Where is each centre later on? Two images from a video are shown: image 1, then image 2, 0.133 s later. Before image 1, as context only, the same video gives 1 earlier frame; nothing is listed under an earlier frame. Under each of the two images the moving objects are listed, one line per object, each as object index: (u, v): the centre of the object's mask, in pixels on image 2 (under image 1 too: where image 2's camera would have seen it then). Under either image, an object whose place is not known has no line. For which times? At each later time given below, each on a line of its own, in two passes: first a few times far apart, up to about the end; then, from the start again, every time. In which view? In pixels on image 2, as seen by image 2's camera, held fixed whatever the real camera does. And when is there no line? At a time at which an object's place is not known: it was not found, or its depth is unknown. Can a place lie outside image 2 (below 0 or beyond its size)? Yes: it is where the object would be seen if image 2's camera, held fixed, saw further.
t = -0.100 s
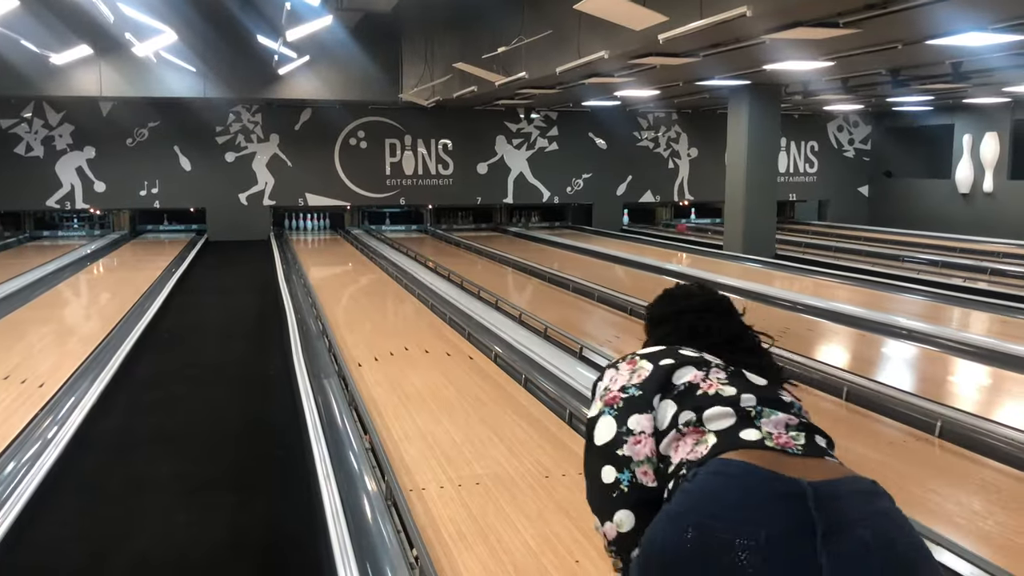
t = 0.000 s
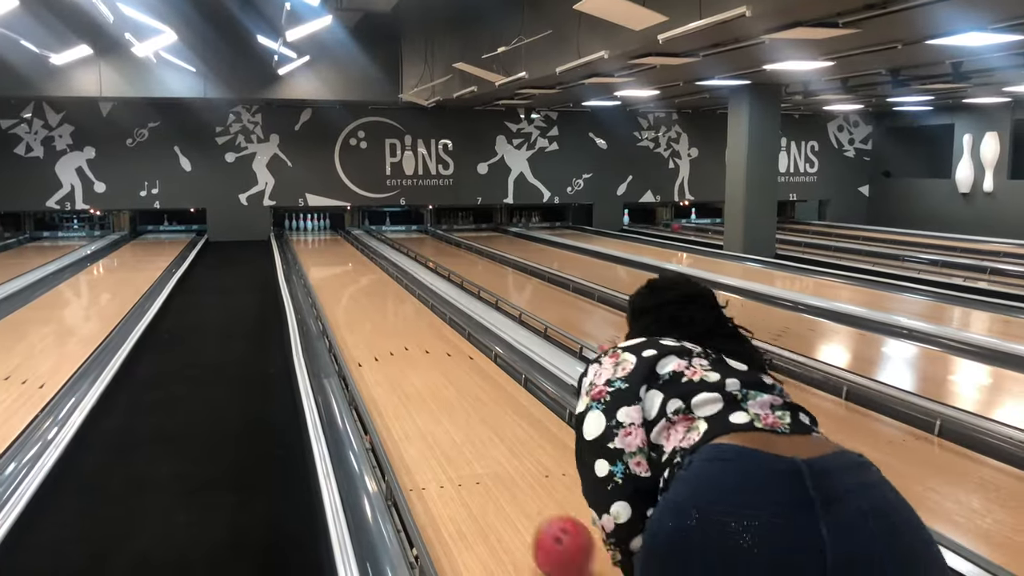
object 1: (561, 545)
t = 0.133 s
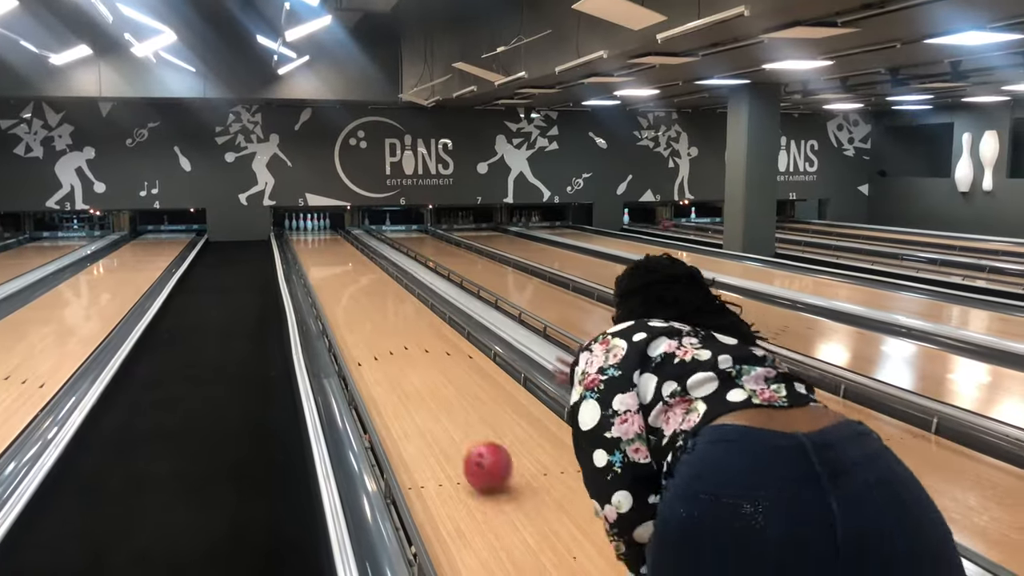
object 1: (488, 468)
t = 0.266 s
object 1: (440, 416)
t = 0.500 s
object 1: (388, 360)
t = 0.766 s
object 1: (349, 320)
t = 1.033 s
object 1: (324, 295)
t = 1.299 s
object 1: (321, 276)
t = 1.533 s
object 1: (318, 265)
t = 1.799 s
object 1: (316, 254)
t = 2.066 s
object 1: (314, 246)
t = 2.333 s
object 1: (313, 240)
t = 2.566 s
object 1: (313, 236)
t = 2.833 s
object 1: (311, 232)
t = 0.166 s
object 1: (474, 452)
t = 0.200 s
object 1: (462, 438)
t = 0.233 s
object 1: (450, 427)
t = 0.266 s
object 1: (440, 416)
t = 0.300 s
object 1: (430, 406)
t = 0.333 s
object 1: (421, 397)
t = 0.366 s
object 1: (413, 389)
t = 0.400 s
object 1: (406, 381)
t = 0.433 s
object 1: (400, 373)
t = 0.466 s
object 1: (394, 367)
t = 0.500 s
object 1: (388, 360)
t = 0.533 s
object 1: (381, 354)
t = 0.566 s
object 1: (375, 347)
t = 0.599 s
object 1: (370, 342)
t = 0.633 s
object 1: (366, 337)
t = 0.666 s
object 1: (361, 333)
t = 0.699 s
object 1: (357, 328)
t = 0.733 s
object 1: (353, 324)
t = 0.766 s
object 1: (349, 320)
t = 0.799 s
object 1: (345, 316)
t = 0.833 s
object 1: (341, 313)
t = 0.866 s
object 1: (338, 310)
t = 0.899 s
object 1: (335, 307)
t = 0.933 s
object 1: (332, 303)
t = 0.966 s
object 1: (329, 301)
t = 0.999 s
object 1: (326, 298)
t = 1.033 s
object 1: (324, 295)
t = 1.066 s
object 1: (323, 292)
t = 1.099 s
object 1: (323, 290)
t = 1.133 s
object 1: (322, 287)
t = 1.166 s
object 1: (321, 285)
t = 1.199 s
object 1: (321, 283)
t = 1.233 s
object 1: (321, 280)
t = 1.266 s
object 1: (321, 278)
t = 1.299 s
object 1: (321, 276)
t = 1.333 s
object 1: (320, 275)
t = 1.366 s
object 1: (320, 273)
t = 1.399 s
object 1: (320, 271)
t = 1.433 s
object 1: (319, 270)
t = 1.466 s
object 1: (319, 268)
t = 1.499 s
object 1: (318, 267)
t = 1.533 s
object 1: (318, 265)
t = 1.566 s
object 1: (318, 264)
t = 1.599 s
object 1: (317, 262)
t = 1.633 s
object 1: (317, 261)
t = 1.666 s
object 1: (317, 259)
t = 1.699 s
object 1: (317, 257)
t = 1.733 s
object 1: (316, 257)
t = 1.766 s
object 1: (316, 255)
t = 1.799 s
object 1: (316, 254)
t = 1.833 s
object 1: (316, 253)
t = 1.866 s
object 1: (316, 252)
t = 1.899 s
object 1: (316, 251)
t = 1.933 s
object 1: (315, 250)
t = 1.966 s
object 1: (315, 249)
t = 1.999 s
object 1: (315, 248)
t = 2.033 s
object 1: (315, 247)
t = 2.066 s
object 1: (314, 246)
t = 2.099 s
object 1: (314, 245)
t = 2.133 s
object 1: (314, 244)
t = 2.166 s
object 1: (314, 243)
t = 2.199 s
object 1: (314, 242)
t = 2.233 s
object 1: (314, 242)
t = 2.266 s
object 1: (314, 241)
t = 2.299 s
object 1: (314, 241)
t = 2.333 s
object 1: (313, 240)
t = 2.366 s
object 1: (313, 240)
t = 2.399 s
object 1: (313, 239)
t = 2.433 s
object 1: (313, 238)
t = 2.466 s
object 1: (313, 238)
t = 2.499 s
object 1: (313, 237)
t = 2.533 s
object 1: (312, 235)
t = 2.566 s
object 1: (313, 236)
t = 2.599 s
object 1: (312, 234)
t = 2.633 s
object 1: (312, 234)
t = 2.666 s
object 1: (312, 234)
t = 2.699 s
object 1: (312, 233)
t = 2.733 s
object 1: (312, 233)
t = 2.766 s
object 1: (312, 232)
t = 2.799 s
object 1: (311, 232)
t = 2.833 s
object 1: (311, 232)
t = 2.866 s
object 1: (311, 231)
